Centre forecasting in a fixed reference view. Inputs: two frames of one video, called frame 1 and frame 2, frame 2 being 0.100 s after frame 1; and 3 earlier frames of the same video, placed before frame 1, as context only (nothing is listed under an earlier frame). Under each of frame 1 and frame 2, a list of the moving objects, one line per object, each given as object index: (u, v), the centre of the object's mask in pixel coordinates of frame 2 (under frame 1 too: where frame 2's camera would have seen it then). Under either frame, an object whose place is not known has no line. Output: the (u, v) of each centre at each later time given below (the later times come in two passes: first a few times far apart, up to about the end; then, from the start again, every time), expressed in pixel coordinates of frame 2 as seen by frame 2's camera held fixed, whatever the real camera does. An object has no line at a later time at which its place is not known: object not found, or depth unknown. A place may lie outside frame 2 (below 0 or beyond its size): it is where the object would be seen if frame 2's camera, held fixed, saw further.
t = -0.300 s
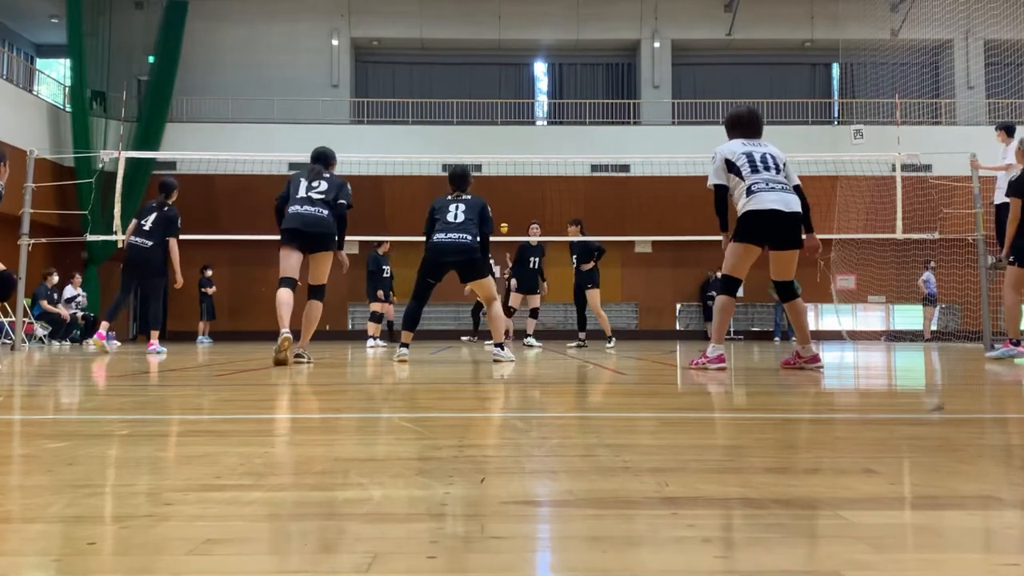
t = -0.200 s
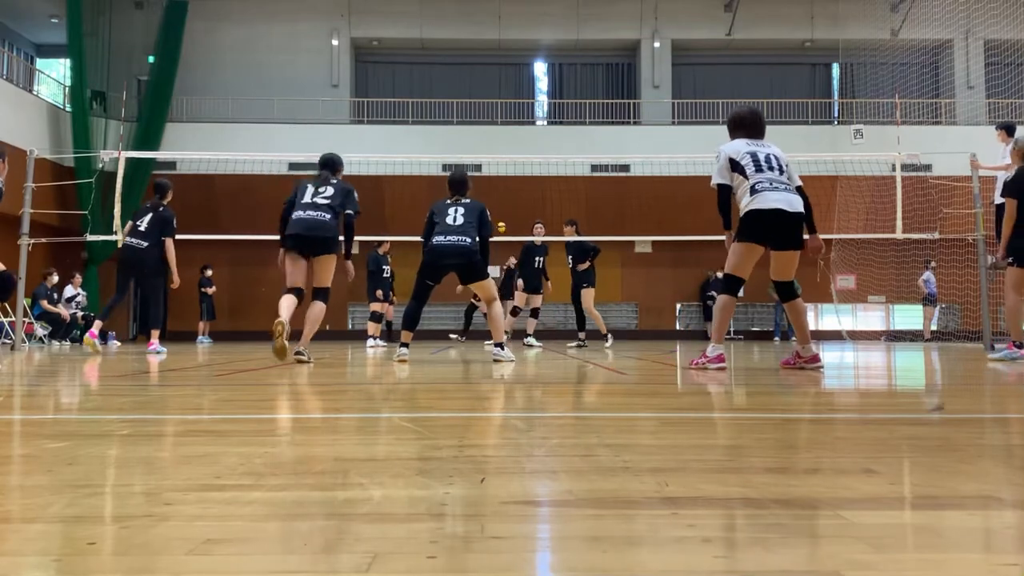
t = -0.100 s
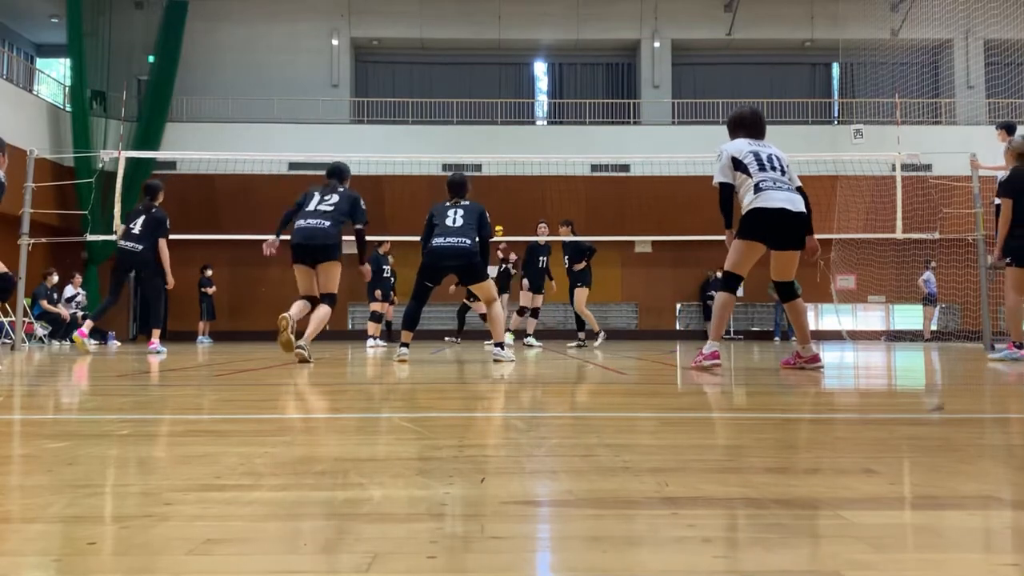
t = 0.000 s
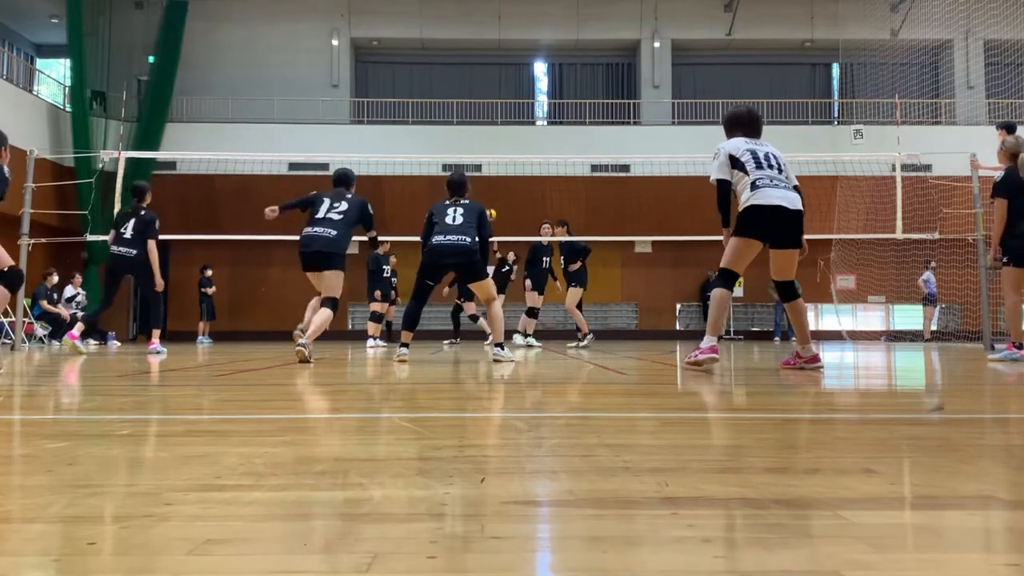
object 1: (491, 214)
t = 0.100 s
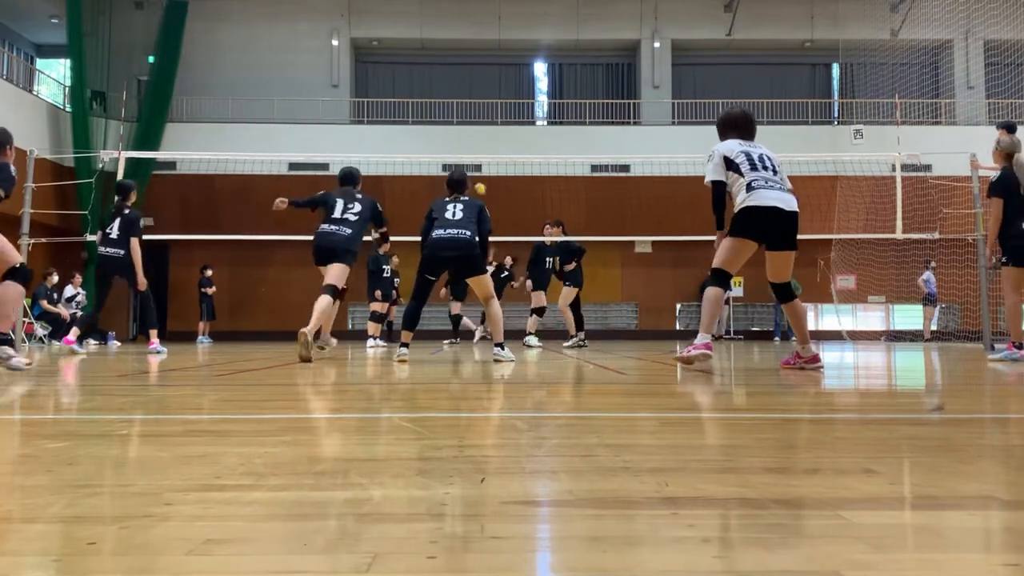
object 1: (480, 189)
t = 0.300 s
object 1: (454, 143)
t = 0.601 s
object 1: (401, 101)
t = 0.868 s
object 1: (317, 124)
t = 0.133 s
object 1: (476, 180)
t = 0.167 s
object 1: (472, 172)
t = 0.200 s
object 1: (468, 166)
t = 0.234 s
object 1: (465, 153)
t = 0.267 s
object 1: (460, 150)
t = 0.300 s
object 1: (454, 143)
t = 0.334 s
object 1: (450, 136)
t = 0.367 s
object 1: (445, 130)
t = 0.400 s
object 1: (440, 124)
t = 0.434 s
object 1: (434, 118)
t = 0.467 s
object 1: (429, 114)
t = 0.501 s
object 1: (422, 109)
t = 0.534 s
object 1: (415, 106)
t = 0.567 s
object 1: (409, 103)
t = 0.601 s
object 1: (401, 101)
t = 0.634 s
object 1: (393, 99)
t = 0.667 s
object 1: (386, 100)
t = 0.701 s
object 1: (377, 101)
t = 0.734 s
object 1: (367, 103)
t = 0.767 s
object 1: (356, 107)
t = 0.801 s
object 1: (344, 111)
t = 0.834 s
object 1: (331, 116)
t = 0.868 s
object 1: (317, 124)
